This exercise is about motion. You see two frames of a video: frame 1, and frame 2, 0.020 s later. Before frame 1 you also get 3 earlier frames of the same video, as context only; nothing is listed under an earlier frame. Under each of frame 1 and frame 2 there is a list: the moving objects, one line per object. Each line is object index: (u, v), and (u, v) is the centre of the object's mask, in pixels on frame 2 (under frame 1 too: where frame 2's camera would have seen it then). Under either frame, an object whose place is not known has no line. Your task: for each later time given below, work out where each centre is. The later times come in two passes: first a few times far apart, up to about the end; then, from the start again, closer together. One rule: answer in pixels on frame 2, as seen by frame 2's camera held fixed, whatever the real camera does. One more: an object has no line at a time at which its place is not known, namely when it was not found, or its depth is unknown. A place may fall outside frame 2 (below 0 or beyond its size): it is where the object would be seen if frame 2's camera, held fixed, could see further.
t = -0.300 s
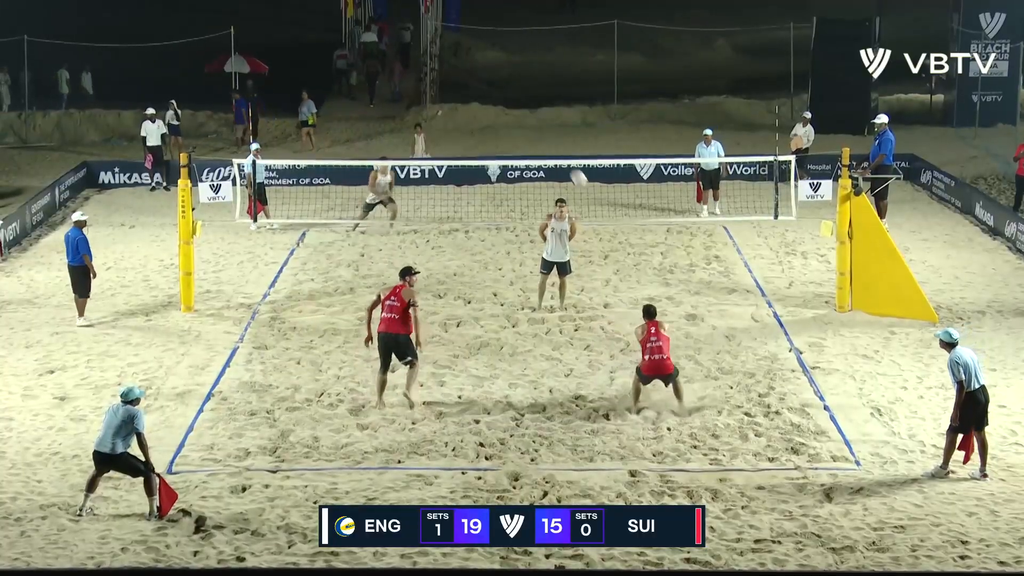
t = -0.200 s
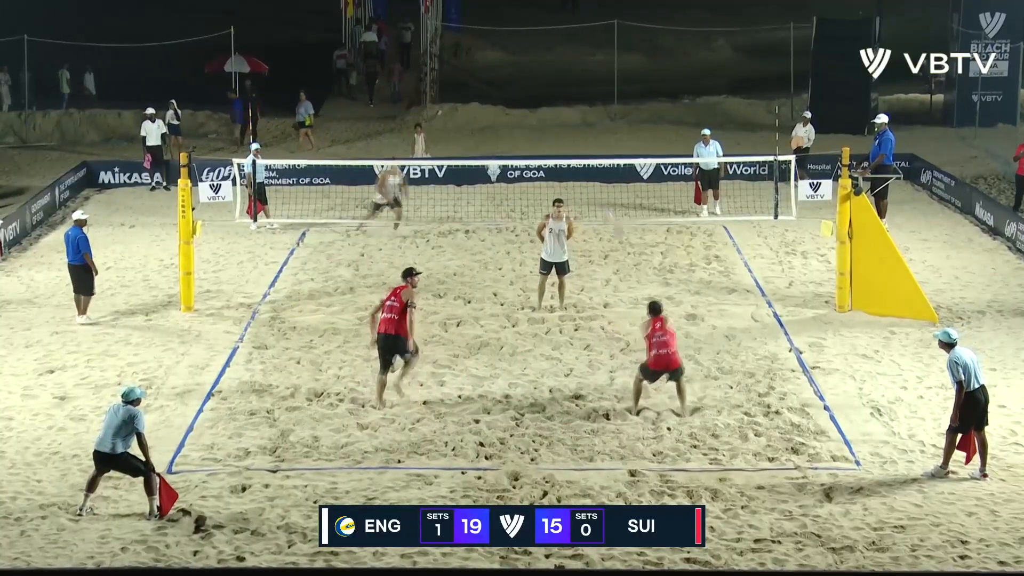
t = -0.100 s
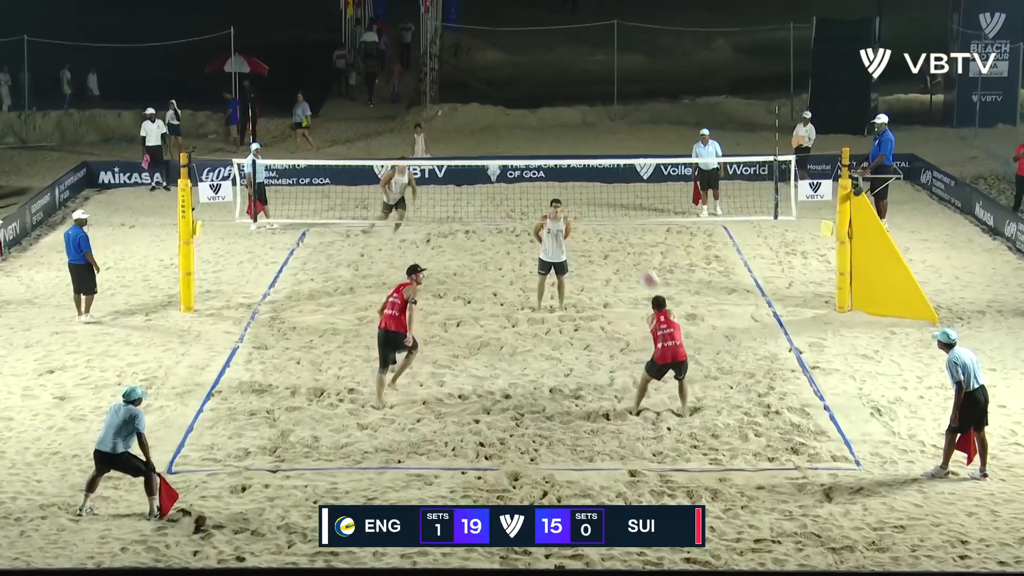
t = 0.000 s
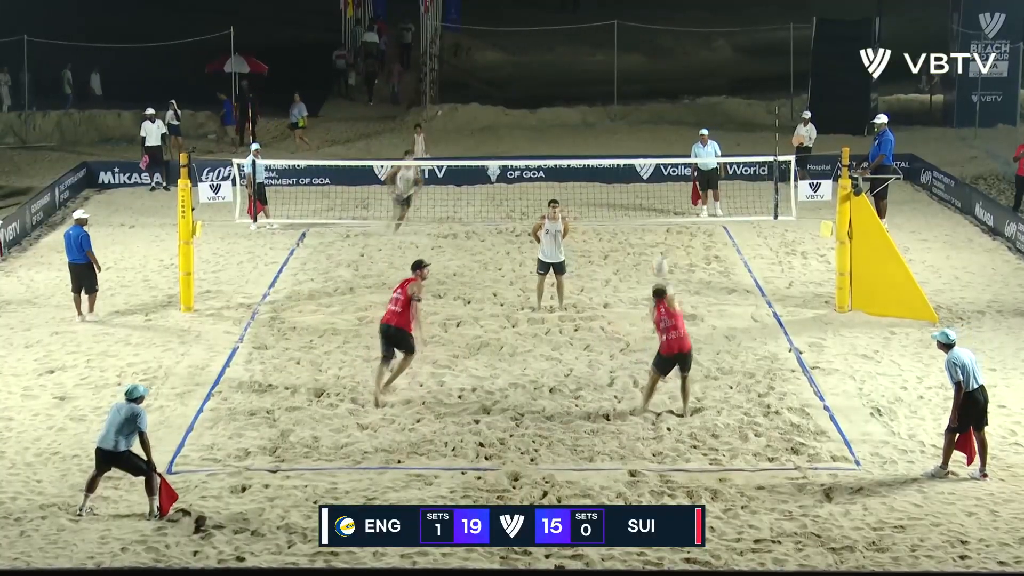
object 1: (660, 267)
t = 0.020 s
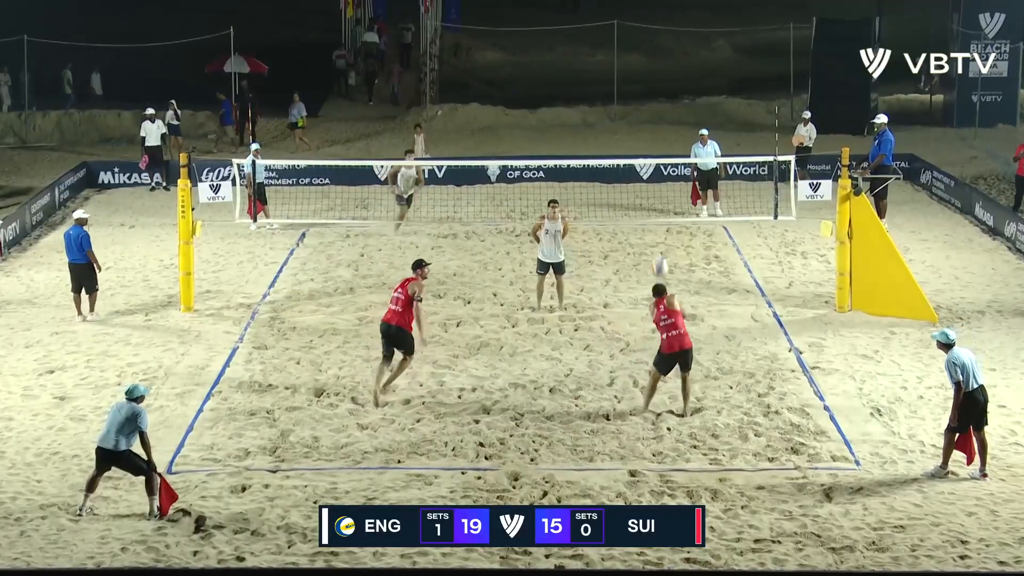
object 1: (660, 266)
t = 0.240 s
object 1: (627, 152)
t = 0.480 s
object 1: (596, 76)
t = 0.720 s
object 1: (565, 43)
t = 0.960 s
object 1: (536, 51)
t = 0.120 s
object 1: (648, 208)
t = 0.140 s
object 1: (643, 200)
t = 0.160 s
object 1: (640, 189)
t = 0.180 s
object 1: (636, 180)
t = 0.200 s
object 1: (633, 171)
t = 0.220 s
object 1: (631, 164)
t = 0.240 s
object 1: (627, 152)
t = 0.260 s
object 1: (625, 146)
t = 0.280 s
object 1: (623, 139)
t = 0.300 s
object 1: (620, 131)
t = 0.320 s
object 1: (617, 123)
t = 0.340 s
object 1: (614, 117)
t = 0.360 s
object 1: (612, 110)
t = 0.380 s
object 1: (609, 104)
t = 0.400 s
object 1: (606, 97)
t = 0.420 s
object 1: (604, 92)
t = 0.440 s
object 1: (601, 87)
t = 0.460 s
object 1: (598, 81)
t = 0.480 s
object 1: (596, 76)
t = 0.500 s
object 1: (593, 72)
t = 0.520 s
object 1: (591, 68)
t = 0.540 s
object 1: (588, 64)
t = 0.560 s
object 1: (585, 61)
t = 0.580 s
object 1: (583, 58)
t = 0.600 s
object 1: (580, 55)
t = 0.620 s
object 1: (577, 52)
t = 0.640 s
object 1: (575, 49)
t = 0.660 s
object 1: (572, 48)
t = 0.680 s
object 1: (570, 46)
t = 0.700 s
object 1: (568, 44)
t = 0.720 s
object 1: (565, 43)
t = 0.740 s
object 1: (562, 42)
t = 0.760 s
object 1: (560, 42)
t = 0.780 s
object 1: (558, 41)
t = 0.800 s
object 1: (555, 41)
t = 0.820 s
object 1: (553, 41)
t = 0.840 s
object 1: (550, 42)
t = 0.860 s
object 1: (548, 43)
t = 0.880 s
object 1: (546, 44)
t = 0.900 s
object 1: (543, 45)
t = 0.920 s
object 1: (541, 47)
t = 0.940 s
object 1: (538, 48)
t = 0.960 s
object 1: (536, 51)
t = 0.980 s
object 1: (533, 53)
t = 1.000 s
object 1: (531, 56)
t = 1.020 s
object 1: (528, 59)
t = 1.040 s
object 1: (526, 62)
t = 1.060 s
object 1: (524, 65)
